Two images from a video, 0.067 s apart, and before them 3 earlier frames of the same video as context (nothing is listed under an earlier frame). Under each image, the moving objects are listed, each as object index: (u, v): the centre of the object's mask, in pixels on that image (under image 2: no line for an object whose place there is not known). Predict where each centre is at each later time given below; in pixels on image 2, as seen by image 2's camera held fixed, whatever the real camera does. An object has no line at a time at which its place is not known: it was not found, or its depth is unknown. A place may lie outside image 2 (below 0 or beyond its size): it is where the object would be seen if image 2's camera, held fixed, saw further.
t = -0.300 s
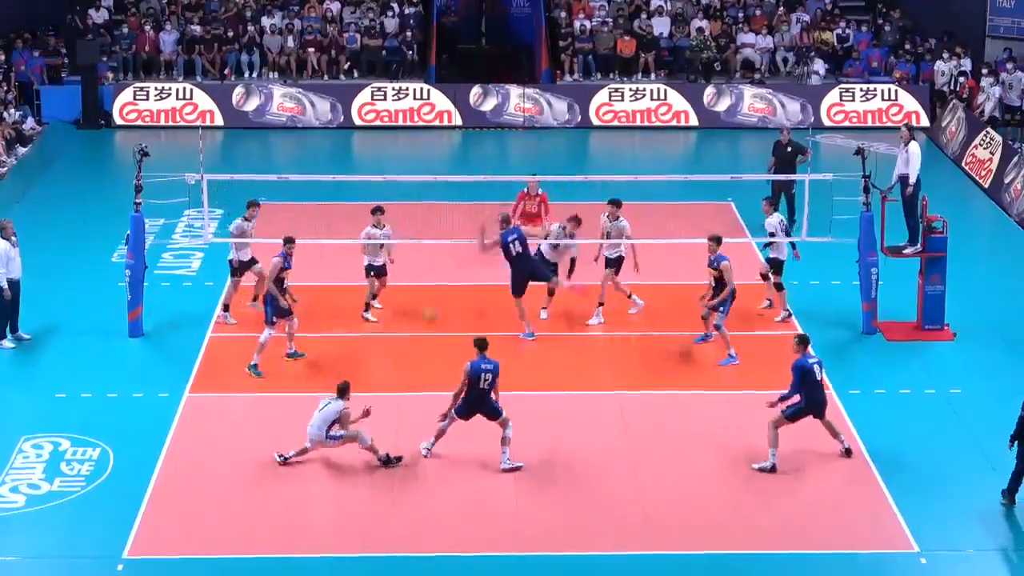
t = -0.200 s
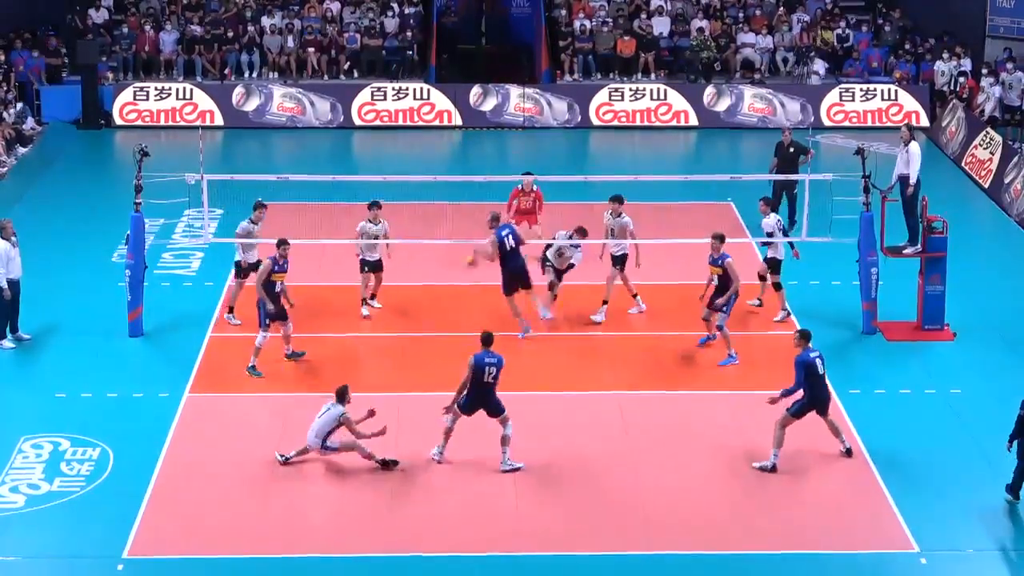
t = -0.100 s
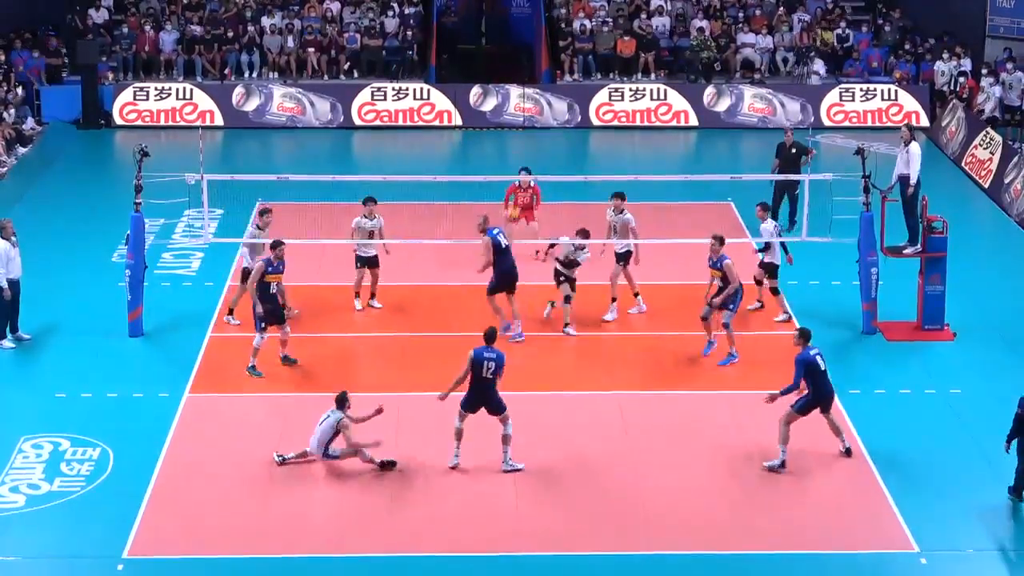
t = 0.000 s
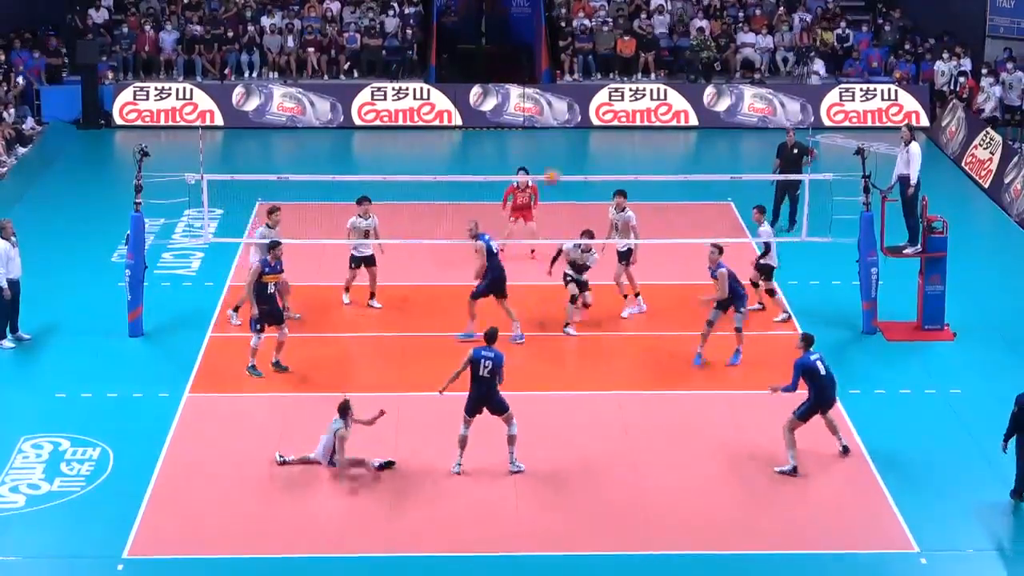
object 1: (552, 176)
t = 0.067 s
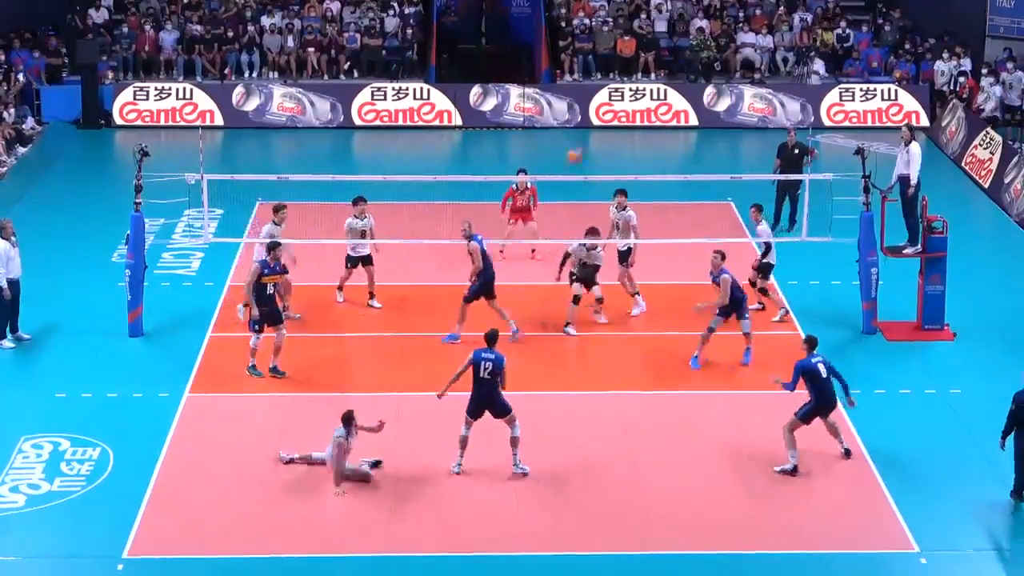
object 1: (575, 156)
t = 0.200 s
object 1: (621, 121)
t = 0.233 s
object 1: (632, 117)
